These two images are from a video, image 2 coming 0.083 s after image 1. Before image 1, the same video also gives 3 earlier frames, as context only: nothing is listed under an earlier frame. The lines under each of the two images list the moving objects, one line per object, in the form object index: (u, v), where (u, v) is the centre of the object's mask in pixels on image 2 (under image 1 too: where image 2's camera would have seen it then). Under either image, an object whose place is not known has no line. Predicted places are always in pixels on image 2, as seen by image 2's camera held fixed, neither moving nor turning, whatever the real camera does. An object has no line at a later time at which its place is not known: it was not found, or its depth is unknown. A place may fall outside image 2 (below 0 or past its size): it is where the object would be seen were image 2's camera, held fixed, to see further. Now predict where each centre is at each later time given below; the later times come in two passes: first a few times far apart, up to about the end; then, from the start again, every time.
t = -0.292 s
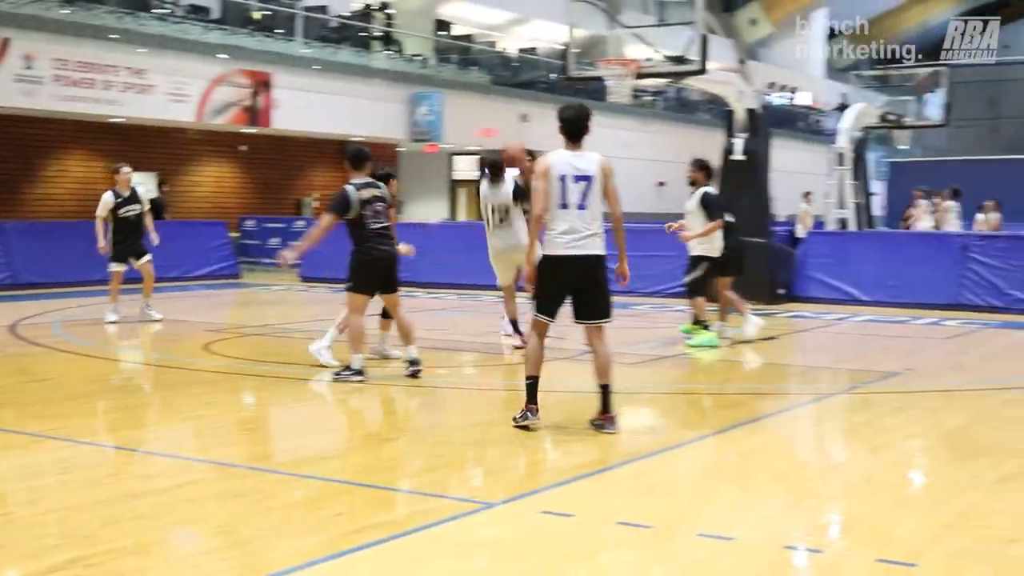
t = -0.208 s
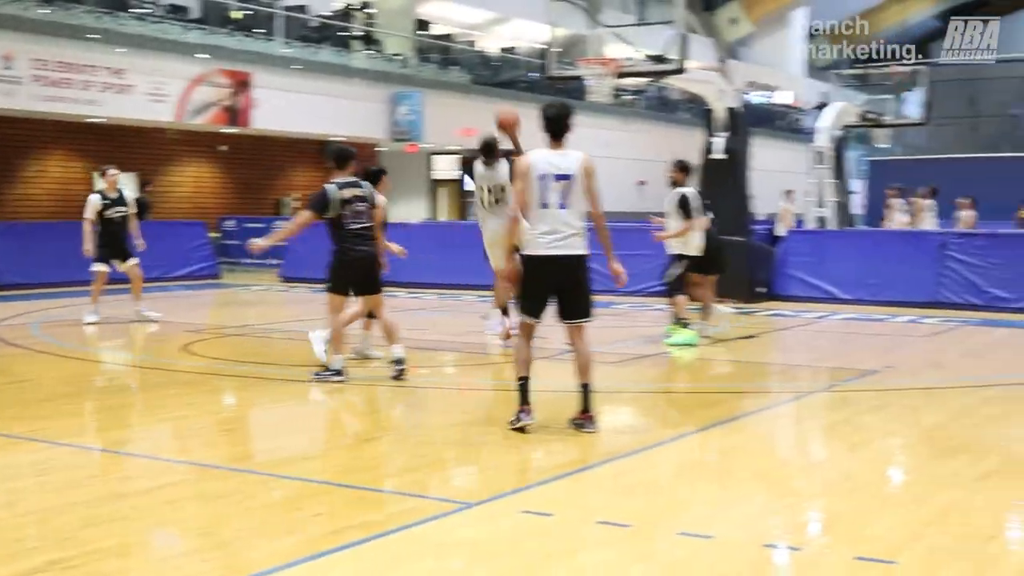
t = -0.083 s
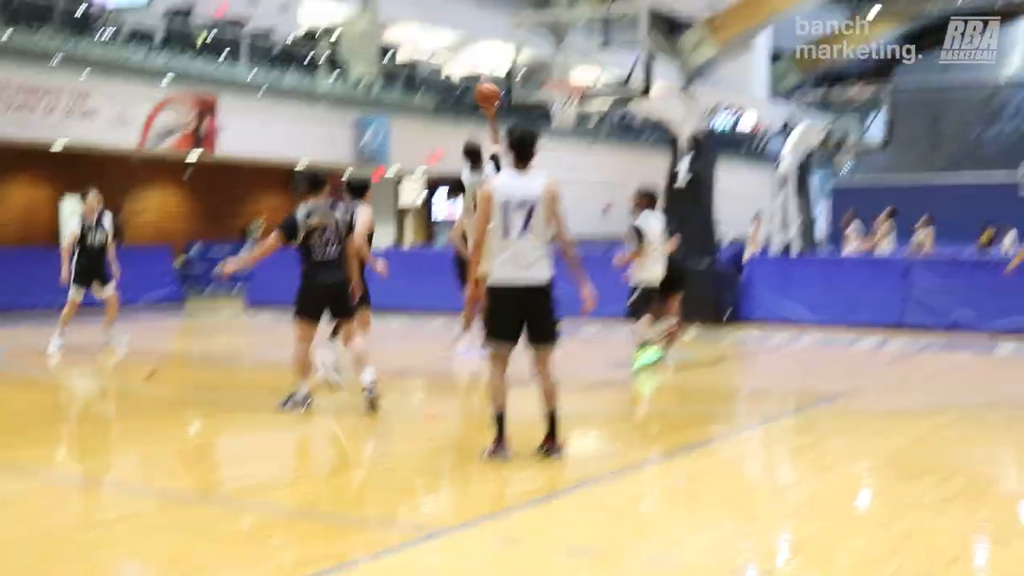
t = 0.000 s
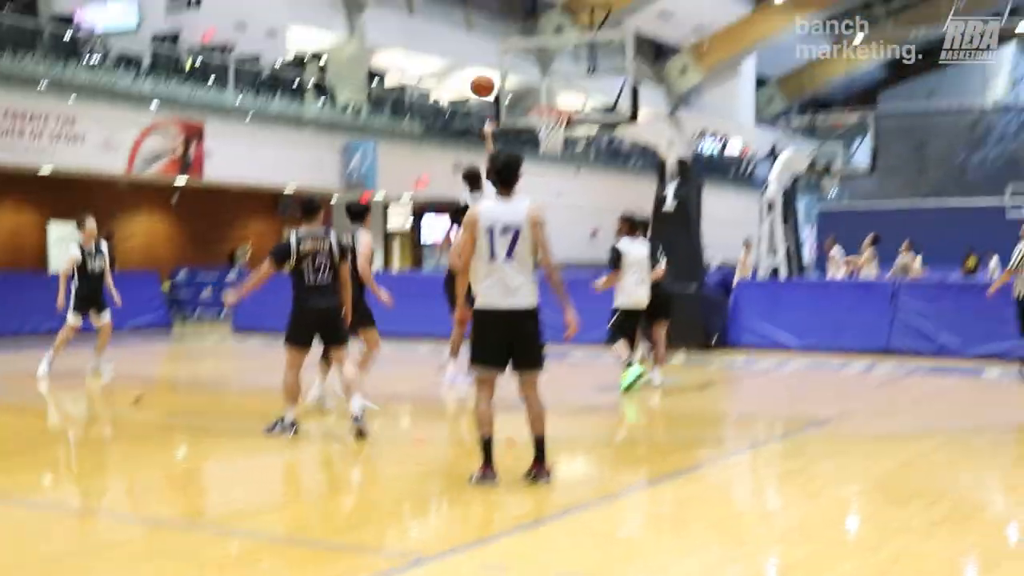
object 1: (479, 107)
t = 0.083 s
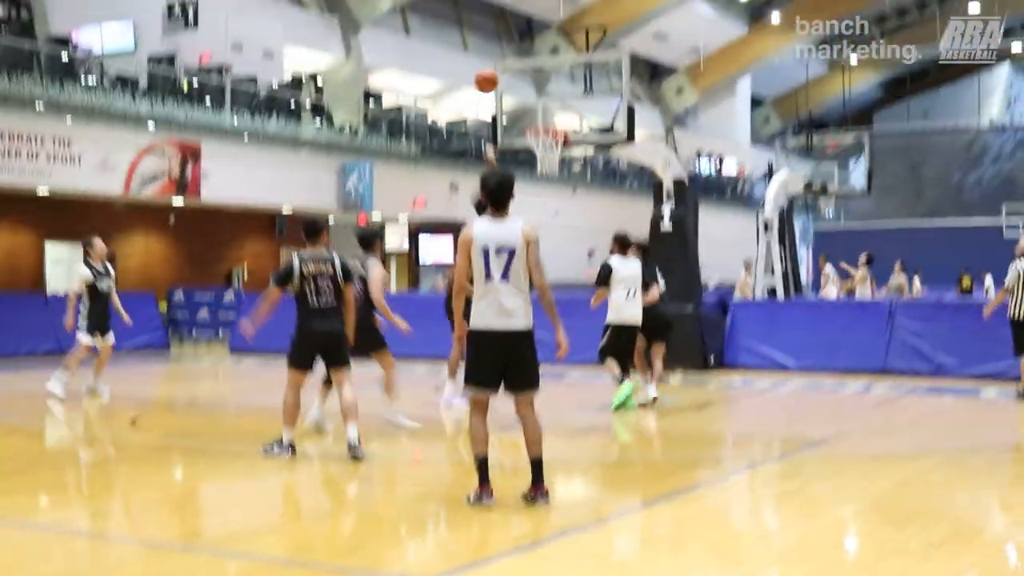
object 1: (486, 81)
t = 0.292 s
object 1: (504, 50)
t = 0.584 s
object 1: (525, 75)
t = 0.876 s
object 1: (547, 145)
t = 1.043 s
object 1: (570, 169)
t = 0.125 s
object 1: (490, 71)
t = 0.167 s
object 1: (494, 63)
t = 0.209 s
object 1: (498, 56)
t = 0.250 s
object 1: (502, 52)
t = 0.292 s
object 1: (504, 50)
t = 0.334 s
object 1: (507, 49)
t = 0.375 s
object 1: (511, 49)
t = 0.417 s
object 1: (514, 51)
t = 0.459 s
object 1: (517, 54)
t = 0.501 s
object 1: (520, 59)
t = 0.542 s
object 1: (522, 66)
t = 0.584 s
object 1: (525, 75)
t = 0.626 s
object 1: (527, 81)
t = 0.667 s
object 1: (530, 92)
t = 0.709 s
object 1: (532, 105)
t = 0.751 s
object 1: (535, 117)
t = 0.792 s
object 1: (536, 124)
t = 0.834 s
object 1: (544, 141)
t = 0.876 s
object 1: (547, 145)
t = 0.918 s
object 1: (559, 153)
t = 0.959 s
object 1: (561, 159)
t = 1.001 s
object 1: (566, 164)
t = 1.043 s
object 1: (570, 169)
